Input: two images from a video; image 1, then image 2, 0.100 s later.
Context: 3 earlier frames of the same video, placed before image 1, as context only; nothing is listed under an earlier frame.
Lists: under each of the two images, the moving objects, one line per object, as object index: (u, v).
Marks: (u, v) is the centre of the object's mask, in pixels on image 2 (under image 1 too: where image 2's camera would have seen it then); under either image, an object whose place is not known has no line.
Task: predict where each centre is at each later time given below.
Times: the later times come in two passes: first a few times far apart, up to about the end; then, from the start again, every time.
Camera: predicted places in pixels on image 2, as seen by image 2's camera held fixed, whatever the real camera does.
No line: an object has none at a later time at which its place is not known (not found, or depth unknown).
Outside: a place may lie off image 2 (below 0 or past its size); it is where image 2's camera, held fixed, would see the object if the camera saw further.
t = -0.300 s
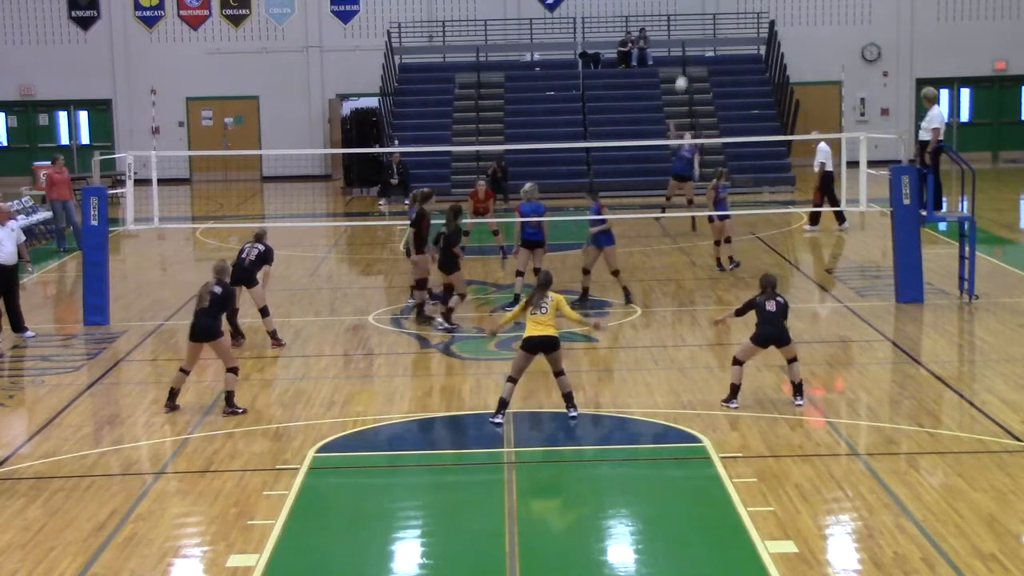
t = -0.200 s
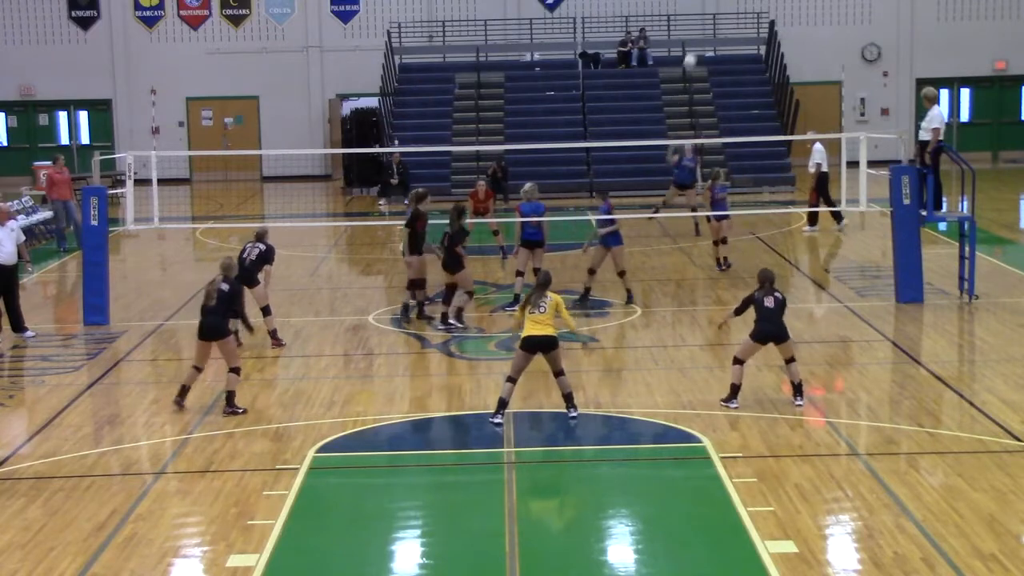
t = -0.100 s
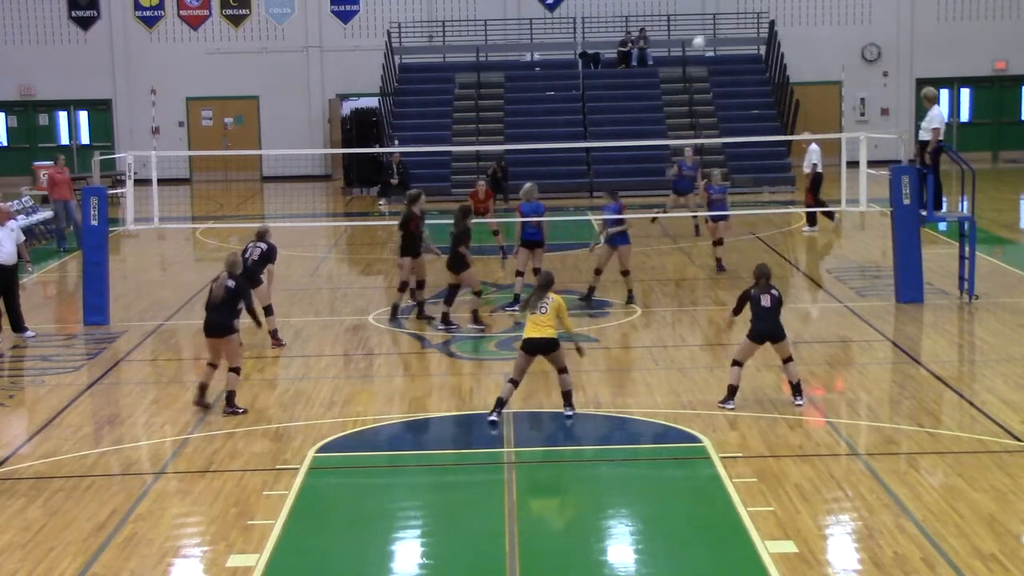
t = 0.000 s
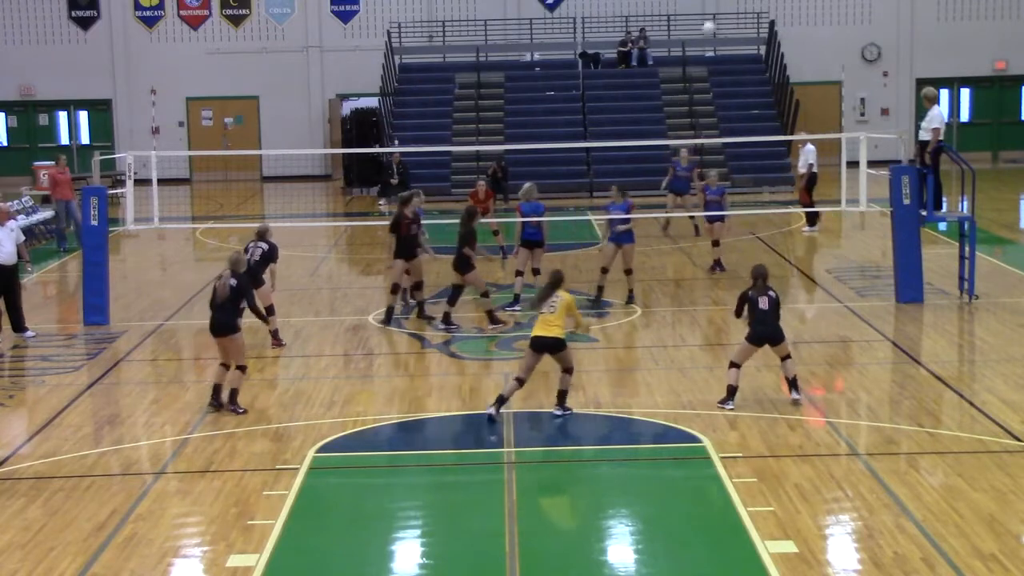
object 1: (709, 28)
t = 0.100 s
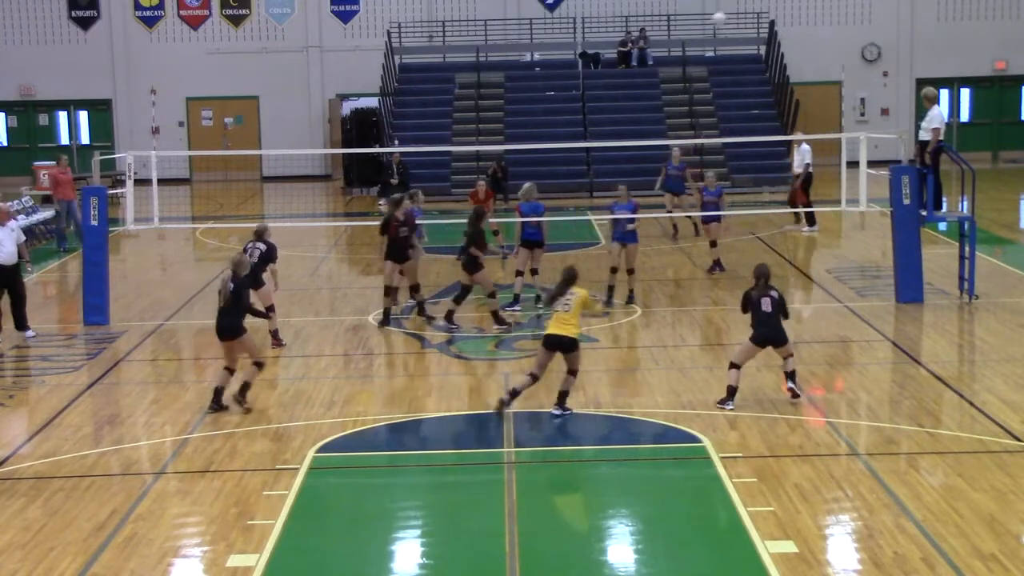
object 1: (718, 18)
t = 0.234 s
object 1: (735, 13)
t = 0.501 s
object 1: (770, 41)
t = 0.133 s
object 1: (722, 14)
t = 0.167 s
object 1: (726, 14)
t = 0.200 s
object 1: (730, 13)
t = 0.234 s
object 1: (735, 13)
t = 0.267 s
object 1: (739, 13)
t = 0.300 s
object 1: (744, 15)
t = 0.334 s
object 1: (748, 17)
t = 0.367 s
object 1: (752, 19)
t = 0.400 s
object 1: (756, 23)
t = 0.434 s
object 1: (761, 28)
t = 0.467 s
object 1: (765, 34)
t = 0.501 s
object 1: (770, 41)
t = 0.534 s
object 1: (774, 48)
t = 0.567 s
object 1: (780, 57)
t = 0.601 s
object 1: (785, 67)
